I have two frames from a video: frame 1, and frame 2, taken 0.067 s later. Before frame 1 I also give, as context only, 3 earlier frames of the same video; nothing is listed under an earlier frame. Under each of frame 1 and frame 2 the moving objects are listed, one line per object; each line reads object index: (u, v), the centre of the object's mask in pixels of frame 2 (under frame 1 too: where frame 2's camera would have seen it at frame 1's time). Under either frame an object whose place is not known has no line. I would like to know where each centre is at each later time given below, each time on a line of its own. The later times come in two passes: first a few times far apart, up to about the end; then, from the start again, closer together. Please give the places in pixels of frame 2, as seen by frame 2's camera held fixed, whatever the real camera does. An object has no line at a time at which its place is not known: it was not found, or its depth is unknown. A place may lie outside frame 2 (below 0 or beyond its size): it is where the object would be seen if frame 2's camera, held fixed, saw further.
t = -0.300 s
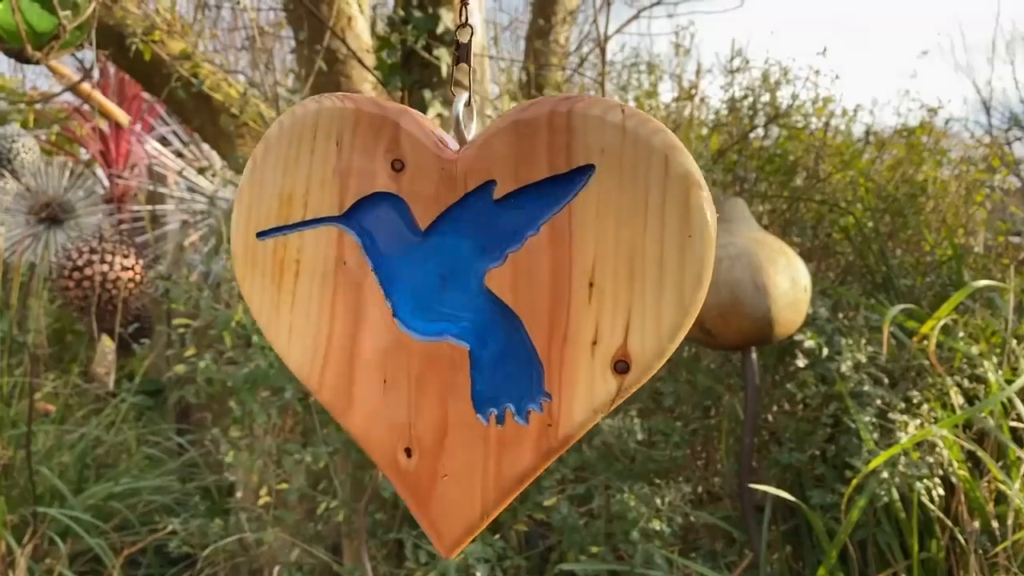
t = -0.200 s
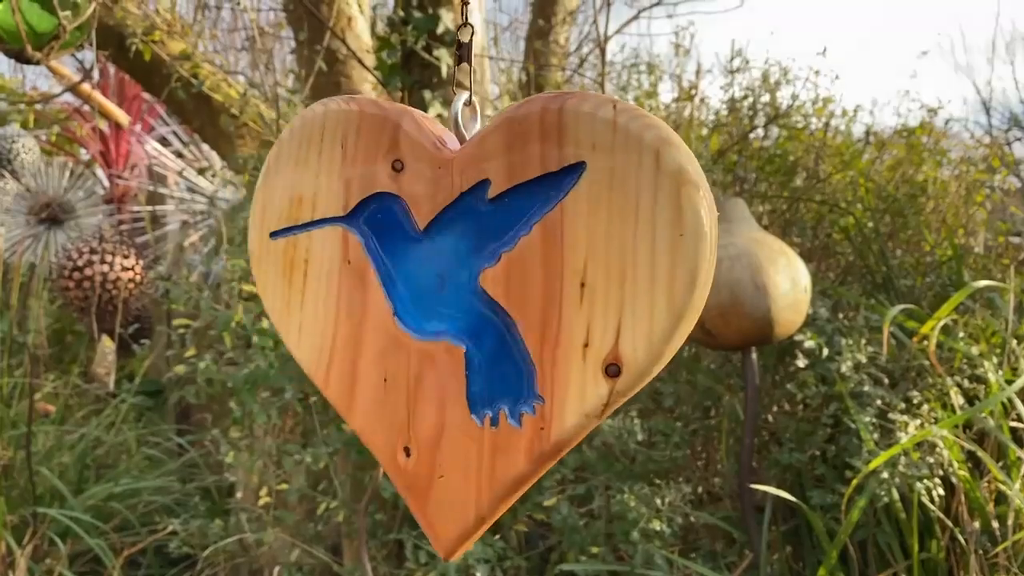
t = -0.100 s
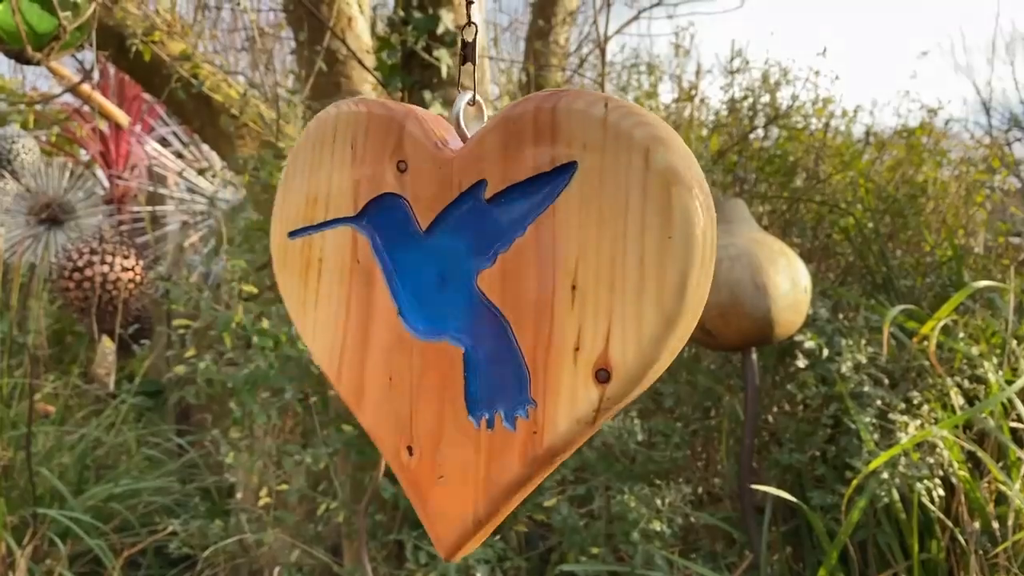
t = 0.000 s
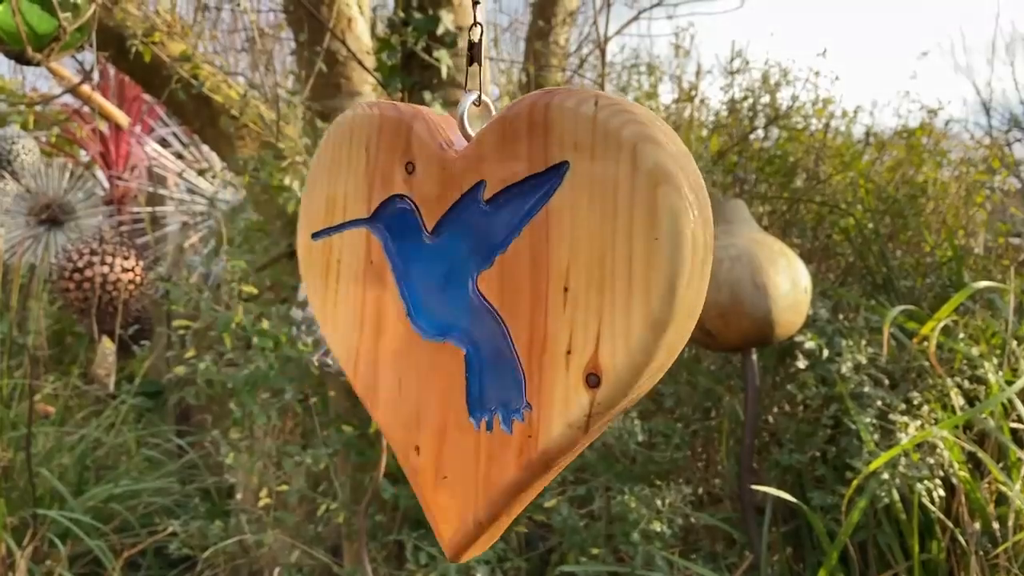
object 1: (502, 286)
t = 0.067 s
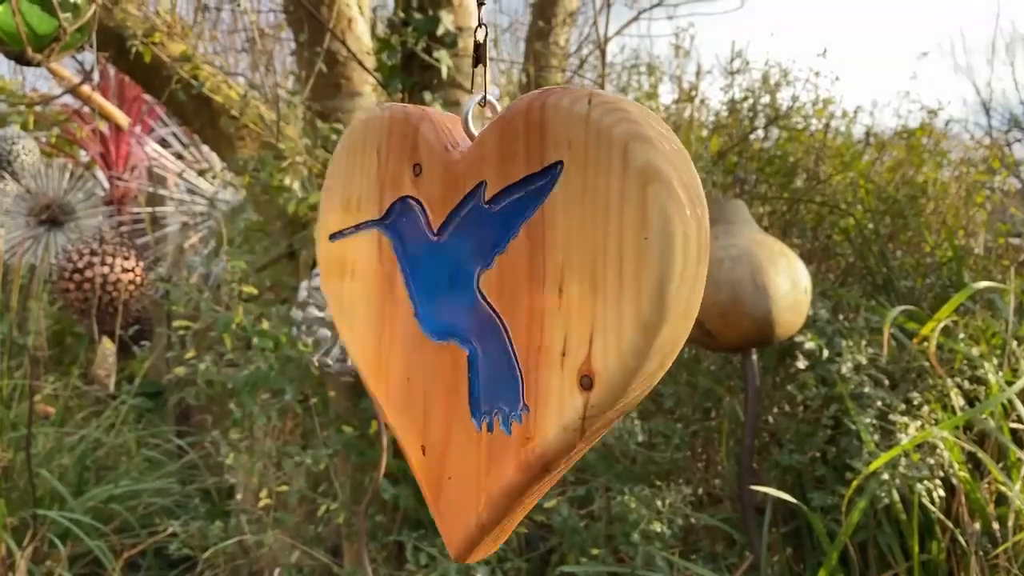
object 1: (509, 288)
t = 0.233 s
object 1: (525, 289)
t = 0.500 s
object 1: (540, 292)
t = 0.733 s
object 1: (545, 301)
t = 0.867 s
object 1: (527, 304)
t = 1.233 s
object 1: (504, 283)
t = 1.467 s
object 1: (481, 281)
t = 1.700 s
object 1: (459, 280)
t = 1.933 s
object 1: (441, 280)
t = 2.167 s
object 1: (432, 277)
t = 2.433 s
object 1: (439, 275)
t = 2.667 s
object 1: (456, 276)
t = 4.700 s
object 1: (501, 276)
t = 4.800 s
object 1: (506, 276)
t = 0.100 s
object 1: (513, 288)
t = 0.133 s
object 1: (516, 288)
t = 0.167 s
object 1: (520, 288)
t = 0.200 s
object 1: (523, 289)
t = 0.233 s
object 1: (525, 289)
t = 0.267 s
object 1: (537, 291)
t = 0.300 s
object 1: (540, 291)
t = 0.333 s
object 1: (533, 290)
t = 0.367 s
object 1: (535, 290)
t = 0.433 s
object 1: (537, 291)
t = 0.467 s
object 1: (546, 293)
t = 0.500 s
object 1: (540, 292)
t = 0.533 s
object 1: (548, 294)
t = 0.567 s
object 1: (543, 294)
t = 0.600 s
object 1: (550, 297)
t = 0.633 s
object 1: (549, 298)
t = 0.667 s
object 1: (550, 299)
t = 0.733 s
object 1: (545, 301)
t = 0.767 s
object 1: (542, 303)
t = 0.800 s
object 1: (537, 303)
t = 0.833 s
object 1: (531, 304)
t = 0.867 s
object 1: (527, 304)
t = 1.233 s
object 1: (504, 283)
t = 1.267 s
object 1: (501, 283)
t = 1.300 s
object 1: (498, 283)
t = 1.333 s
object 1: (495, 283)
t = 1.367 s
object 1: (492, 283)
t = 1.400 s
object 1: (488, 282)
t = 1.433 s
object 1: (484, 282)
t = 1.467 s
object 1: (481, 281)
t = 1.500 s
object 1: (477, 281)
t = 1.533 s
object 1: (474, 280)
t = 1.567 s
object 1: (471, 280)
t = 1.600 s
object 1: (468, 280)
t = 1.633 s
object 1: (465, 279)
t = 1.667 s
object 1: (462, 279)
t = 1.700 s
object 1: (459, 280)
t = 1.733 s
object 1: (456, 280)
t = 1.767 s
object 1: (453, 280)
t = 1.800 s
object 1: (451, 280)
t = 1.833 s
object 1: (449, 280)
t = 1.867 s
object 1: (446, 280)
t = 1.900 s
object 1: (443, 280)
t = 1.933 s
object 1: (441, 280)
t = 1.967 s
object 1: (439, 279)
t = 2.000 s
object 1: (438, 279)
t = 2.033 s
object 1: (436, 278)
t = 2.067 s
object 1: (435, 278)
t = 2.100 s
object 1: (434, 278)
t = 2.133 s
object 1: (433, 277)
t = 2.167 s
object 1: (432, 277)
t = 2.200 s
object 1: (432, 277)
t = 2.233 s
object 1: (432, 276)
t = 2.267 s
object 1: (432, 276)
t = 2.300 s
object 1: (433, 276)
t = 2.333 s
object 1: (434, 276)
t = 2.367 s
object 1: (436, 276)
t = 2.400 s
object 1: (438, 275)
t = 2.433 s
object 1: (439, 275)
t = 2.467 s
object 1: (441, 275)
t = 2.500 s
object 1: (444, 275)
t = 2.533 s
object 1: (446, 276)
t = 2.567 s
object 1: (449, 276)
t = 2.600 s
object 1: (452, 276)
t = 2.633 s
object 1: (454, 276)
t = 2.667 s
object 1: (456, 276)
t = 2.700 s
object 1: (458, 276)
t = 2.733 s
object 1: (460, 275)
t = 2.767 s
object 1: (462, 275)
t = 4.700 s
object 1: (501, 276)
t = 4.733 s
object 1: (505, 276)
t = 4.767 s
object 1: (509, 276)
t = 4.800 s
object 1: (506, 276)
